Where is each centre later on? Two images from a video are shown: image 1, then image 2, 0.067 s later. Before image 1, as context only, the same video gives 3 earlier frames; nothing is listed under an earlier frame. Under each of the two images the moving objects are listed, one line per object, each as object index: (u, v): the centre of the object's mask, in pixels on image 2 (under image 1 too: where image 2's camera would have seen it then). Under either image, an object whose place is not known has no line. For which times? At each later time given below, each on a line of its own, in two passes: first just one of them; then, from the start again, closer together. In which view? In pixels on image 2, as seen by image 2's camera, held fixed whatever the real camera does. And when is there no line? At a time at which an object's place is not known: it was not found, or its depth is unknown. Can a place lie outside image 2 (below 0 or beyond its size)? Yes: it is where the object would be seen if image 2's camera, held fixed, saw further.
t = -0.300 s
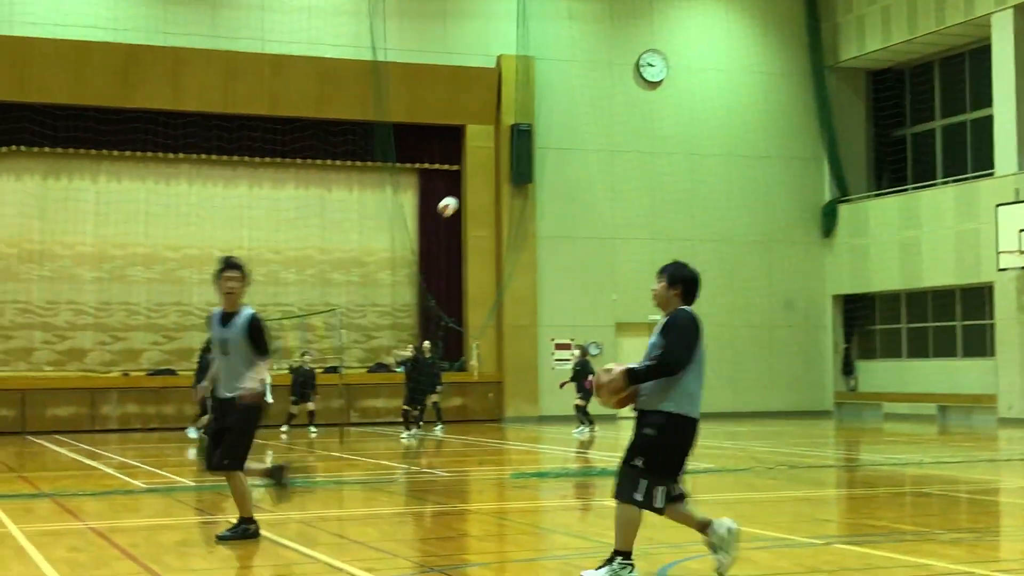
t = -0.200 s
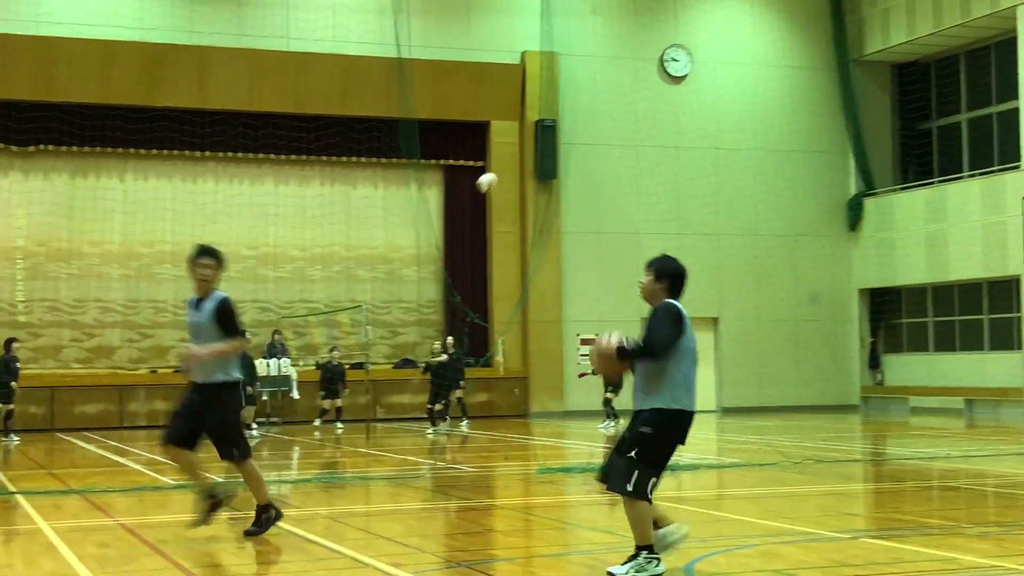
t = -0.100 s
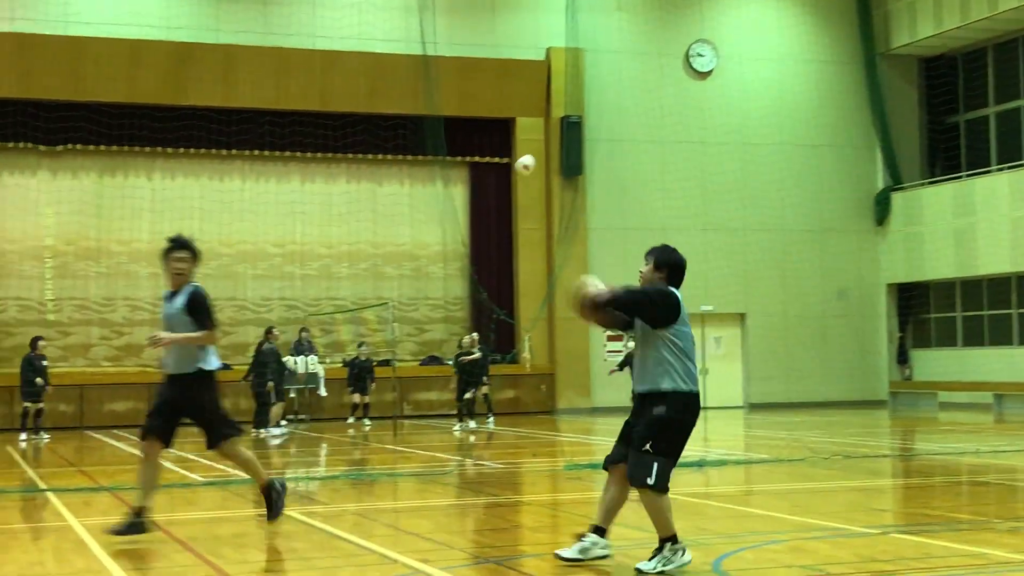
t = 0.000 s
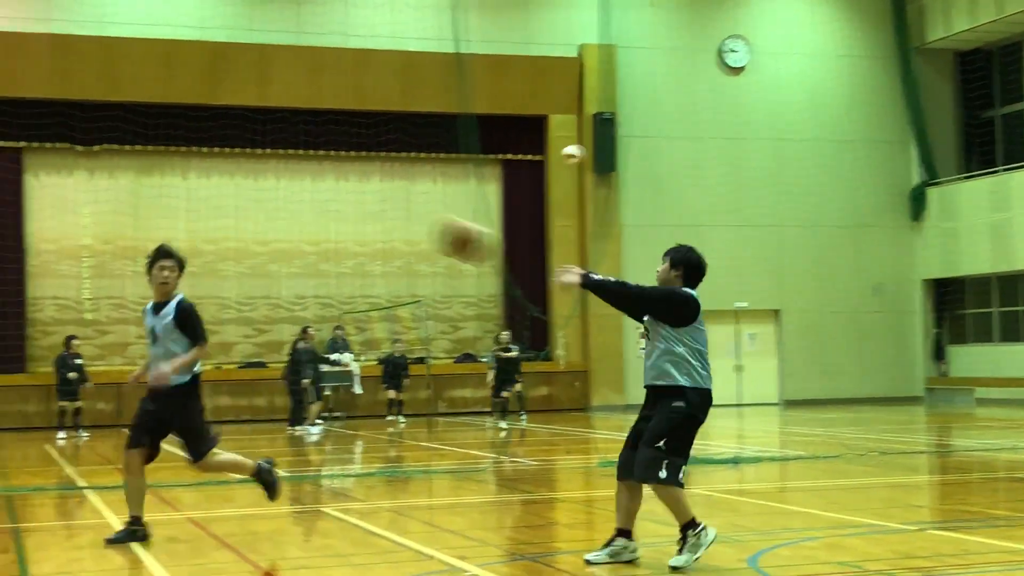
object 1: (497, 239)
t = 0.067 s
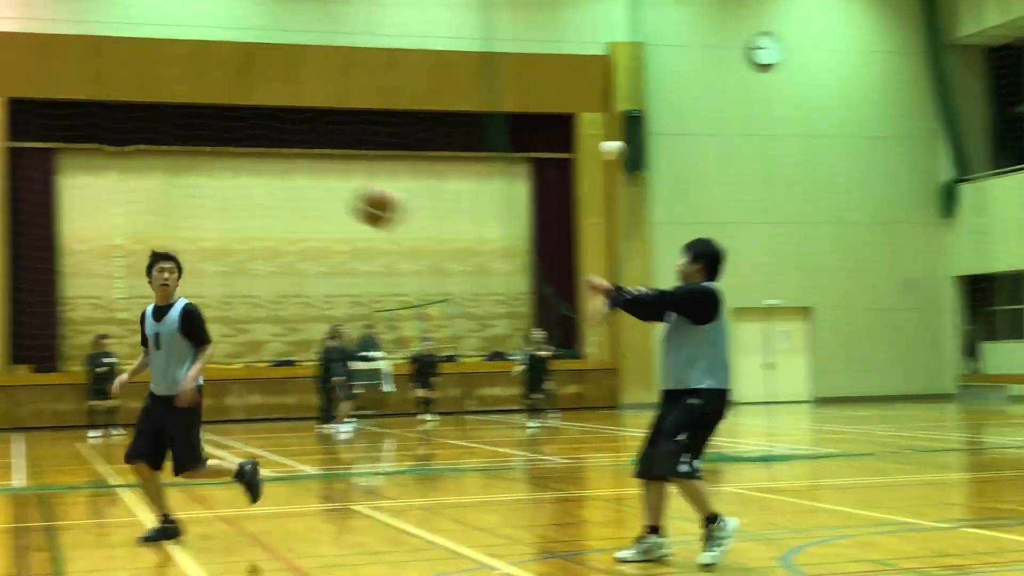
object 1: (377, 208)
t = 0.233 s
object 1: (108, 167)
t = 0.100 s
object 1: (321, 197)
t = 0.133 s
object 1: (268, 186)
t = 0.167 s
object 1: (212, 177)
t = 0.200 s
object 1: (159, 172)
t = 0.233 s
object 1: (108, 167)
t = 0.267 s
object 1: (59, 165)
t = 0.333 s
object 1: (-37, 163)
